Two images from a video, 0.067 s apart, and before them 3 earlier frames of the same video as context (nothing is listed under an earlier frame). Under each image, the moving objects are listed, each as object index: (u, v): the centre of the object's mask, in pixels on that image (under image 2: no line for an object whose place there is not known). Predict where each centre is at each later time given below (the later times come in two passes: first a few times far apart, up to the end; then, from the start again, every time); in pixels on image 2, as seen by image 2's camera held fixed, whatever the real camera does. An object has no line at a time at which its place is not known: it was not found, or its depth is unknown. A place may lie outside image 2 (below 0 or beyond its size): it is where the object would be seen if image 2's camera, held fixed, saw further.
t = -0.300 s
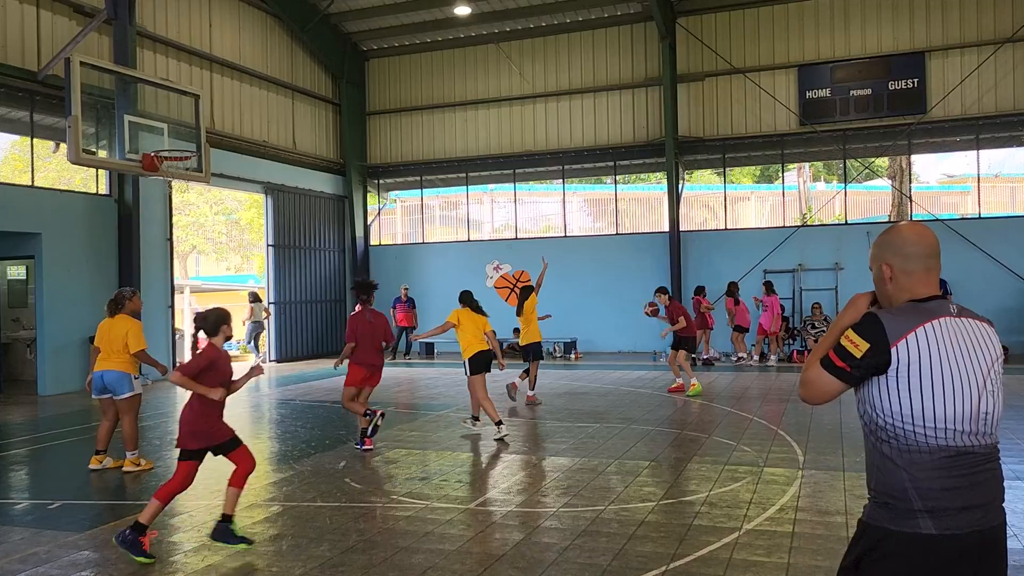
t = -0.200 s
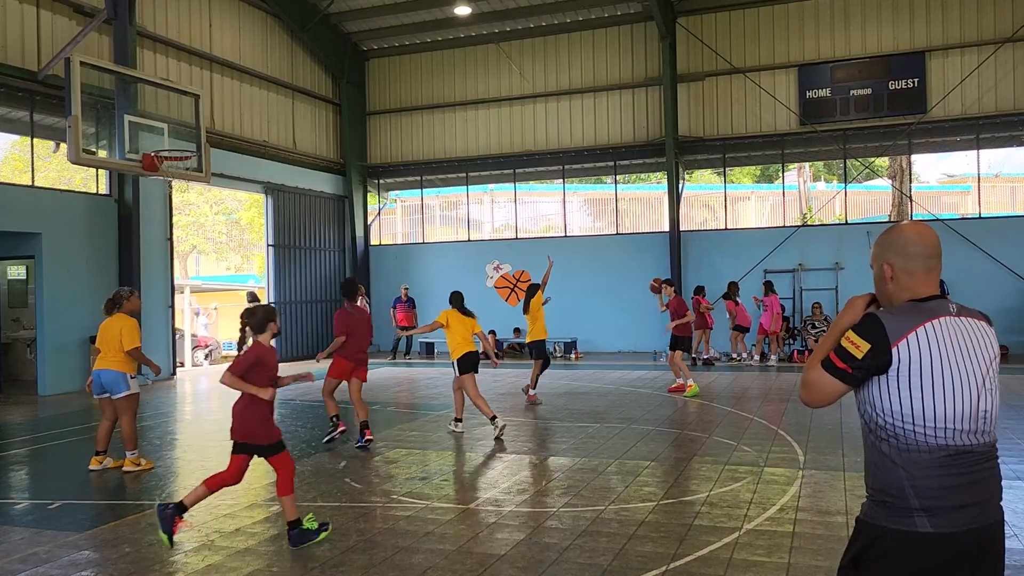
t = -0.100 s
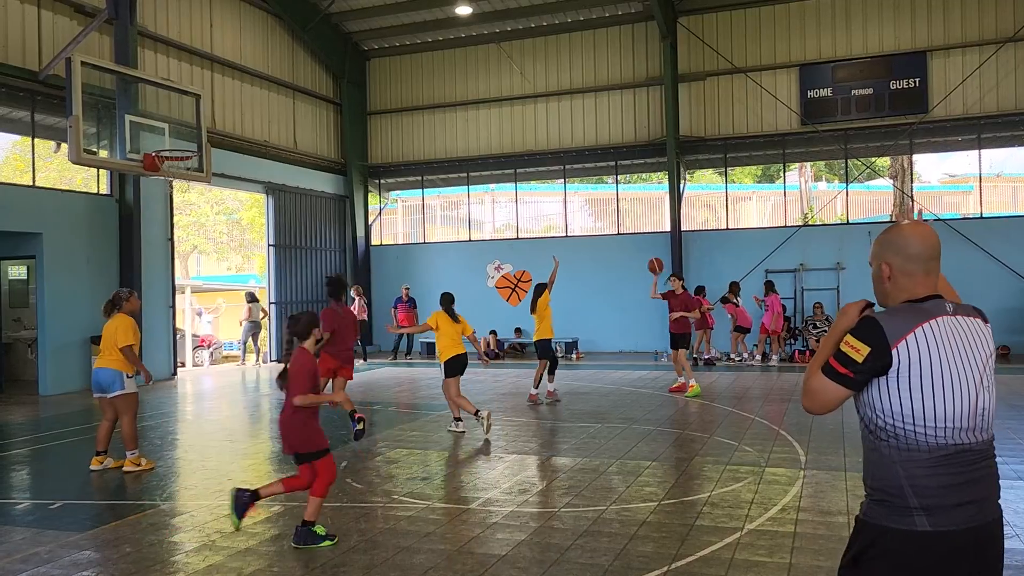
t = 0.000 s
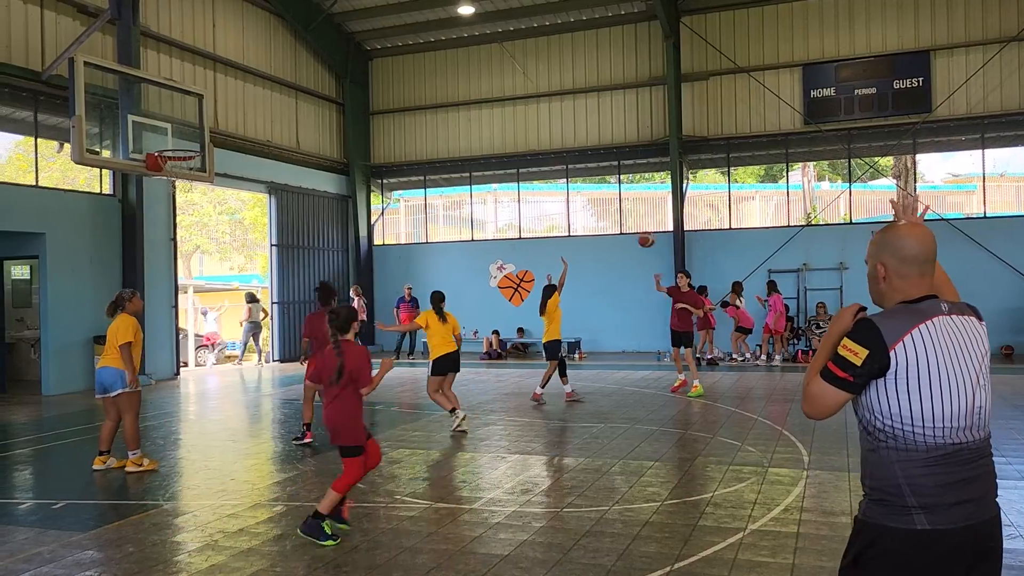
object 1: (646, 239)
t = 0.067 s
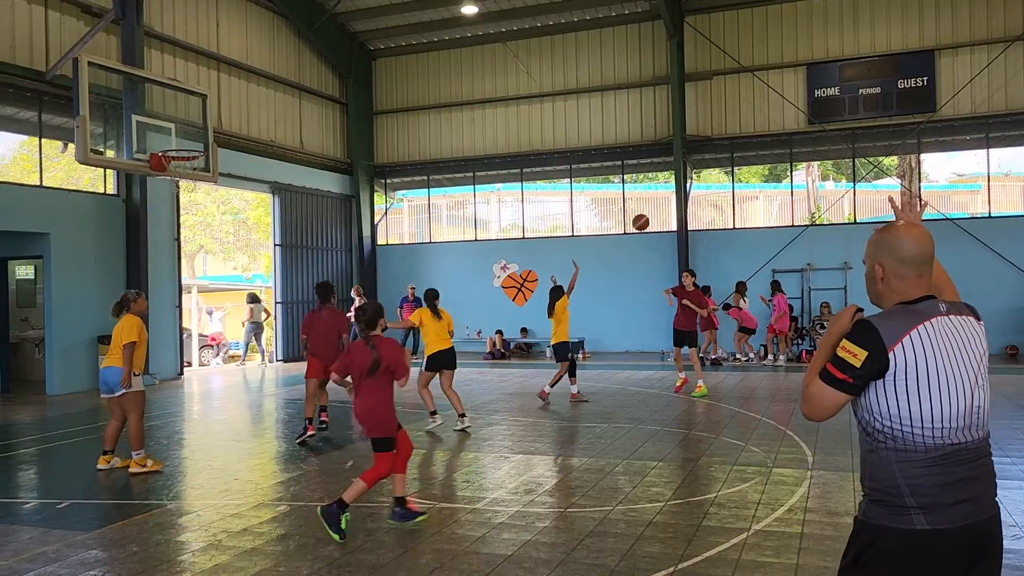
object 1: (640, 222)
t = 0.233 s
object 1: (617, 190)
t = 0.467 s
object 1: (577, 176)
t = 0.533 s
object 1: (562, 182)
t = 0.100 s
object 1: (636, 214)
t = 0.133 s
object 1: (632, 207)
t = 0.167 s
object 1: (627, 201)
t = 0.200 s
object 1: (622, 195)
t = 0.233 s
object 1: (617, 190)
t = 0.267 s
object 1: (612, 185)
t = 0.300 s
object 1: (607, 181)
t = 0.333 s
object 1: (601, 179)
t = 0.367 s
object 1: (595, 177)
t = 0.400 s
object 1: (590, 175)
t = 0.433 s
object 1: (584, 175)
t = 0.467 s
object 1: (577, 176)
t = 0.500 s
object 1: (570, 178)
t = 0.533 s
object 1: (562, 182)
